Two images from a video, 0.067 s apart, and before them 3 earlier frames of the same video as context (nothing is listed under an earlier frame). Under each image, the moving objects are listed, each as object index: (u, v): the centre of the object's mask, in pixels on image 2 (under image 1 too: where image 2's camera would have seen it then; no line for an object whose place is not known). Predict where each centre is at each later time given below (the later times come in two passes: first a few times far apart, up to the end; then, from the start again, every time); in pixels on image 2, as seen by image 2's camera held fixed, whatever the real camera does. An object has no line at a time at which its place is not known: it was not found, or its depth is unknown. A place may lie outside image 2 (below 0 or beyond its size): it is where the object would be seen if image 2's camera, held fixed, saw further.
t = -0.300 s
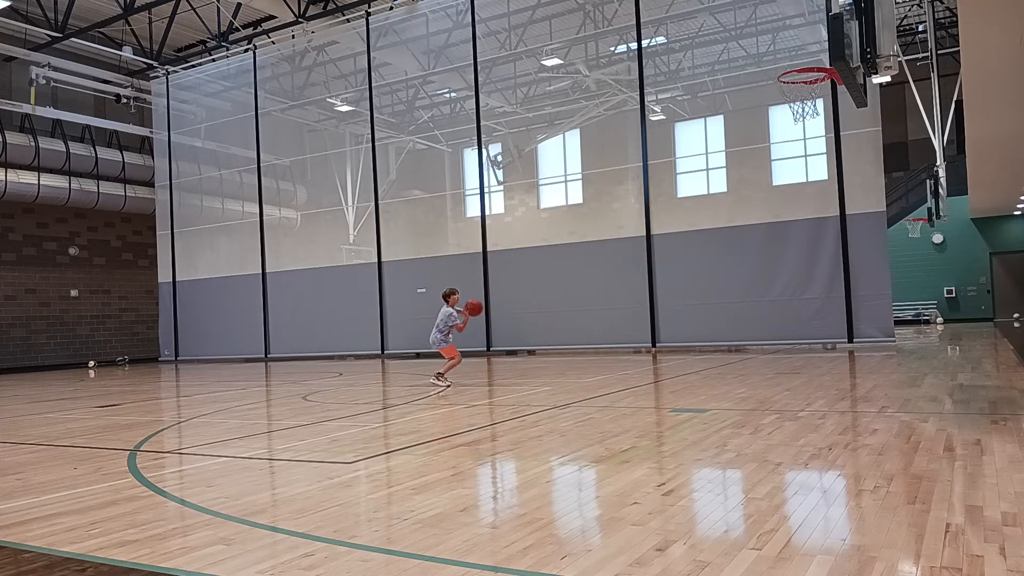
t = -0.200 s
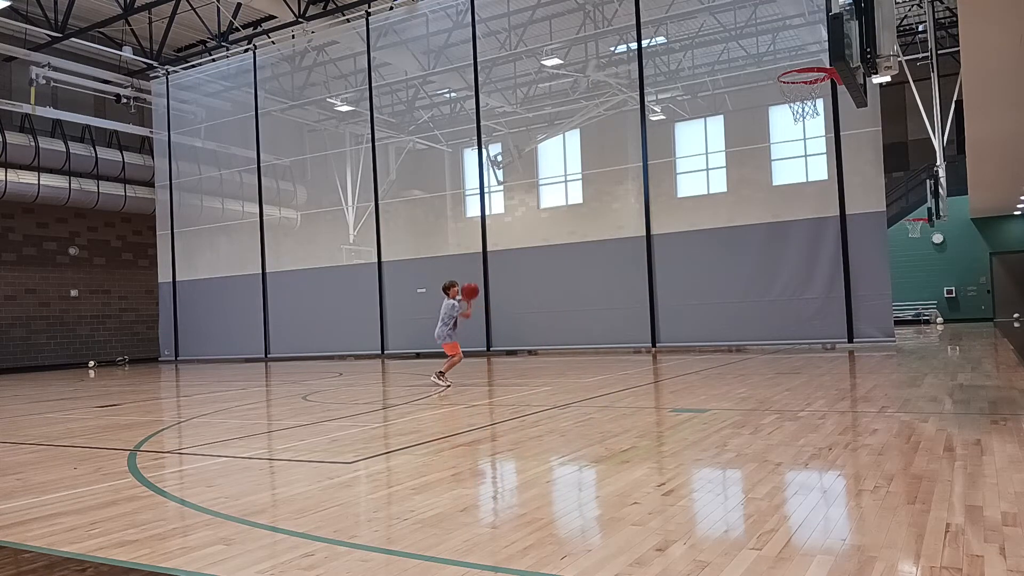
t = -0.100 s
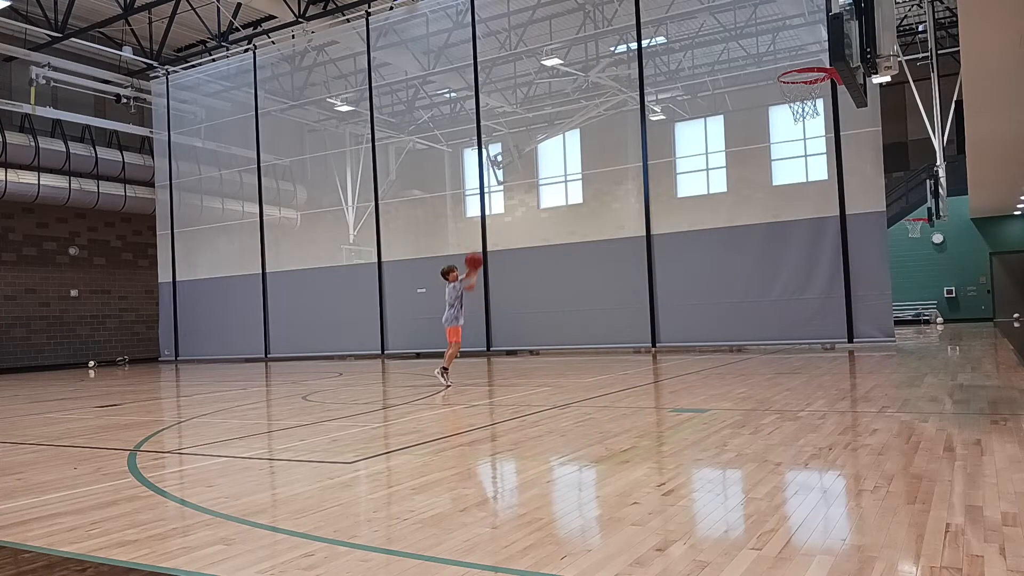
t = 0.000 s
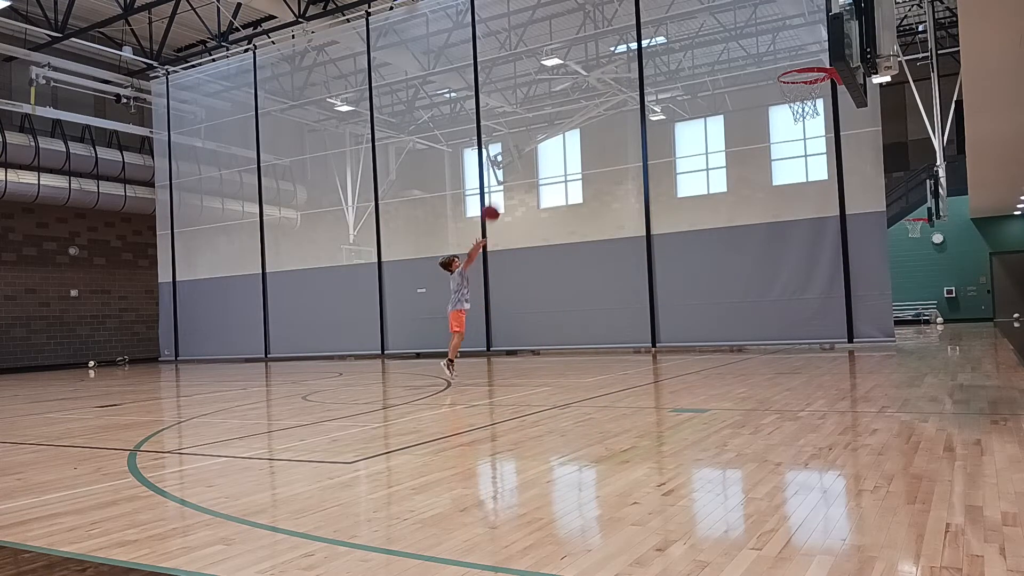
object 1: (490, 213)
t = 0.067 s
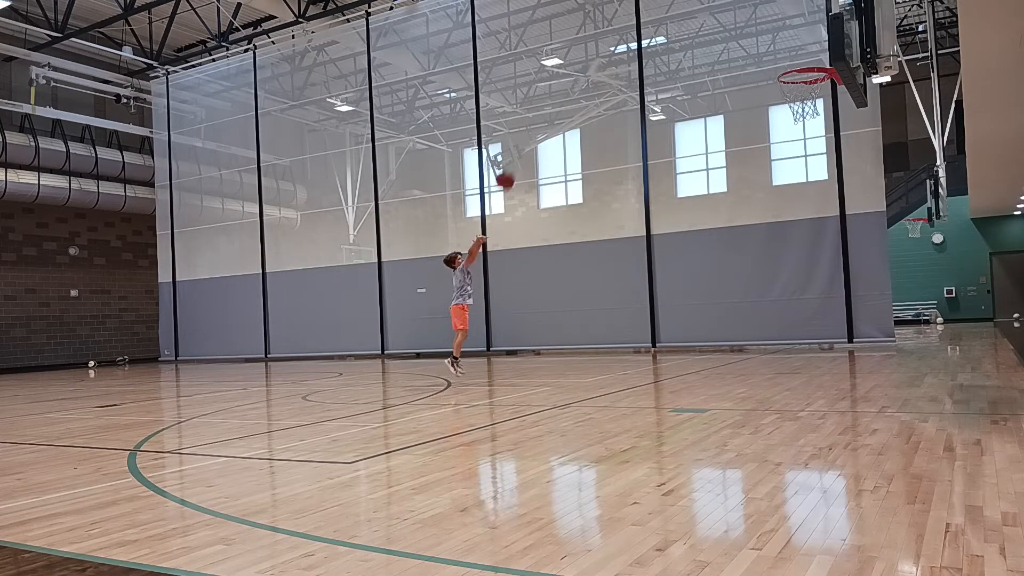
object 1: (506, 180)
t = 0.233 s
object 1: (543, 111)
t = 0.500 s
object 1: (613, 37)
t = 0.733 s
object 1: (683, 18)
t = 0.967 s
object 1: (767, 51)
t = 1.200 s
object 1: (824, 55)
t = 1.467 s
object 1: (775, 70)
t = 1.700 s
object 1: (751, 98)
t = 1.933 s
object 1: (731, 178)
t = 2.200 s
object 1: (712, 324)
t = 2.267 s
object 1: (708, 370)
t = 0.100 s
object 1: (512, 165)
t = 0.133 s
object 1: (520, 151)
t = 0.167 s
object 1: (527, 137)
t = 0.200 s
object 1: (535, 124)
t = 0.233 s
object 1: (543, 111)
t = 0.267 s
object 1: (551, 99)
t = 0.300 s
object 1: (559, 88)
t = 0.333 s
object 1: (568, 77)
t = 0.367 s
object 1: (577, 67)
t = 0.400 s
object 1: (586, 59)
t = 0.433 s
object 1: (595, 50)
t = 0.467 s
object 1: (604, 43)
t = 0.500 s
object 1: (613, 37)
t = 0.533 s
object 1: (623, 31)
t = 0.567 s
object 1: (633, 26)
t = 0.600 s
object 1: (642, 23)
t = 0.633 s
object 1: (652, 20)
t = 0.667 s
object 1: (662, 18)
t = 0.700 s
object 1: (673, 18)
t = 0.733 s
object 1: (683, 18)
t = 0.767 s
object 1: (695, 19)
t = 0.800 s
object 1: (706, 22)
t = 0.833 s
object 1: (717, 25)
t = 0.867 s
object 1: (729, 30)
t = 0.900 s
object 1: (741, 36)
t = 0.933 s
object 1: (753, 43)
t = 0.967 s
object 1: (767, 51)
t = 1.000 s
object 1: (779, 61)
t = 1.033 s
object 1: (790, 61)
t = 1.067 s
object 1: (800, 59)
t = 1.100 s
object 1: (810, 57)
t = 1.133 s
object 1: (820, 57)
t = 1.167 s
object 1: (825, 57)
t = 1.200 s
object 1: (824, 55)
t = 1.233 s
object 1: (820, 52)
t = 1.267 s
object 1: (815, 52)
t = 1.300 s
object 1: (808, 53)
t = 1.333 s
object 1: (801, 55)
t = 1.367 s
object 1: (794, 57)
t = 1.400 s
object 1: (787, 61)
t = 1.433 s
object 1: (781, 66)
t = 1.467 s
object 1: (775, 70)
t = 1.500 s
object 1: (771, 71)
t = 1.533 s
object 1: (768, 73)
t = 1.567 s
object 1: (765, 76)
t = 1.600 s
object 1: (761, 80)
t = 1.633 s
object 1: (758, 85)
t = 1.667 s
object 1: (754, 91)
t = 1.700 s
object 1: (751, 98)
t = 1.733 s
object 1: (748, 107)
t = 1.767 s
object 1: (745, 116)
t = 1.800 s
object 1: (742, 126)
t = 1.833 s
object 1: (738, 137)
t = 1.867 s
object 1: (736, 150)
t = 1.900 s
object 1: (733, 164)
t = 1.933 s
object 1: (731, 178)
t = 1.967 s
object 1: (728, 193)
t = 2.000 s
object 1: (725, 208)
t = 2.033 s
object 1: (722, 226)
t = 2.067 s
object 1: (720, 244)
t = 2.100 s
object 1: (718, 263)
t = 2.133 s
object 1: (716, 283)
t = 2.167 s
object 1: (714, 303)
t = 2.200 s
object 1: (712, 324)
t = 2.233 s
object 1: (710, 346)
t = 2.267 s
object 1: (708, 370)
